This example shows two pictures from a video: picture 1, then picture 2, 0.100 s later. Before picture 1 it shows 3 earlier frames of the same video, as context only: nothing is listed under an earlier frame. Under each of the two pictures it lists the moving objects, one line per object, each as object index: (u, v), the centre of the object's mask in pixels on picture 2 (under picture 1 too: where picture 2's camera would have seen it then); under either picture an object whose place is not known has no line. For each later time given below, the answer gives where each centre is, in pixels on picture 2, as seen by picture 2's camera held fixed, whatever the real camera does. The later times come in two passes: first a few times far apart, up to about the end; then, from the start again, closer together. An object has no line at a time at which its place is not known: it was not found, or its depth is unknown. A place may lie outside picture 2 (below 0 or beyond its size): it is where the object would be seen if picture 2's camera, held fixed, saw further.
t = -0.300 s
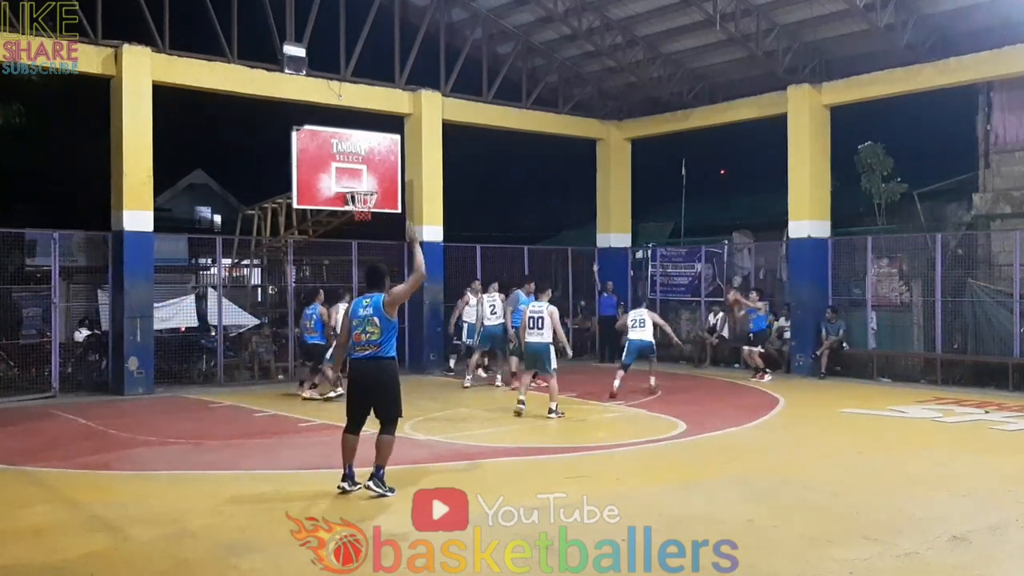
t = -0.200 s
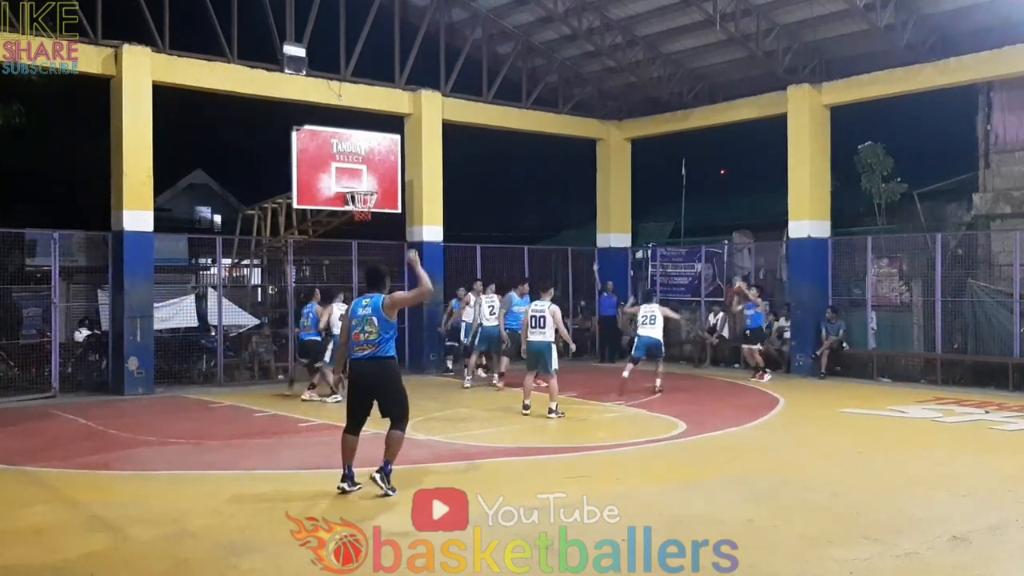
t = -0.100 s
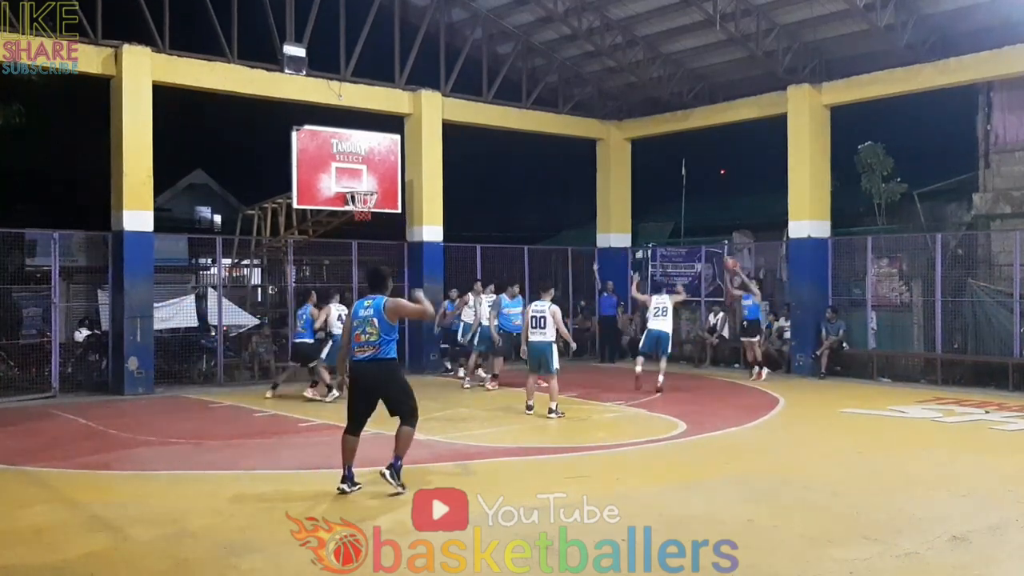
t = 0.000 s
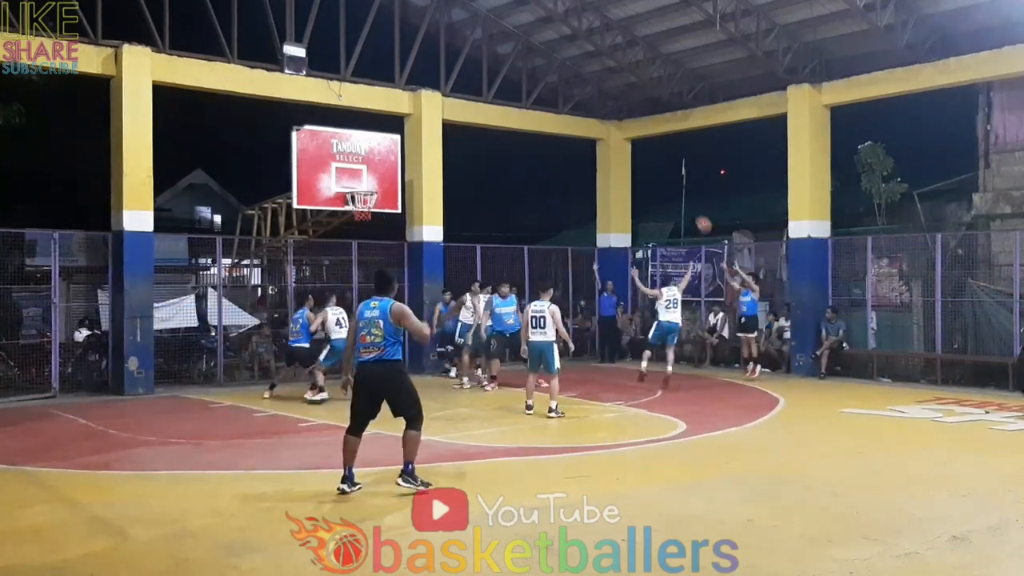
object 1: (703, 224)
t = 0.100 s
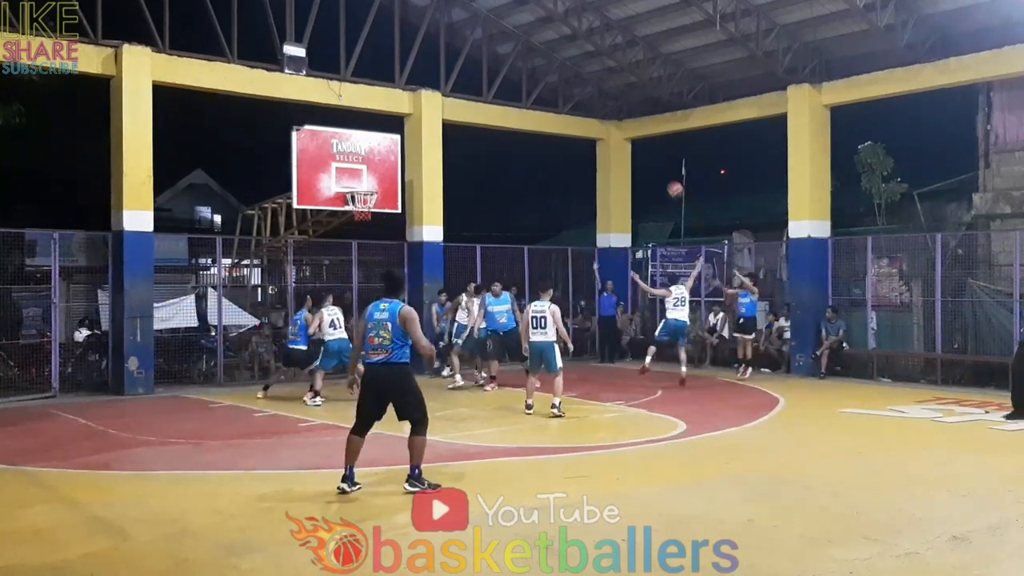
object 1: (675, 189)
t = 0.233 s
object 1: (638, 152)
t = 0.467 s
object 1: (571, 109)
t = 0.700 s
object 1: (504, 100)
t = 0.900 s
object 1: (444, 120)
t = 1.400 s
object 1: (362, 220)
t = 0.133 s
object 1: (666, 179)
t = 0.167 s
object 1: (656, 170)
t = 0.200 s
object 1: (647, 160)
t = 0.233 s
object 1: (638, 152)
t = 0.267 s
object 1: (629, 145)
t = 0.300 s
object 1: (620, 137)
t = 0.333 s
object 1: (610, 132)
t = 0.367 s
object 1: (600, 124)
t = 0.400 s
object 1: (590, 118)
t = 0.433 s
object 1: (581, 114)
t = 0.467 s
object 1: (571, 109)
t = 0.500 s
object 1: (562, 106)
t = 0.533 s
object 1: (552, 104)
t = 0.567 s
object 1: (543, 102)
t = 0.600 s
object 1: (533, 100)
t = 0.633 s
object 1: (524, 99)
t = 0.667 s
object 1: (514, 99)
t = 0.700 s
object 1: (504, 100)
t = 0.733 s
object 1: (494, 101)
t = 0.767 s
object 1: (485, 103)
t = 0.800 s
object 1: (475, 107)
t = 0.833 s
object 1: (464, 110)
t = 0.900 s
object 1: (444, 120)
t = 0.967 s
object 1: (423, 132)
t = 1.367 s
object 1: (361, 217)
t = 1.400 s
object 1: (362, 220)
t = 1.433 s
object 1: (363, 224)
